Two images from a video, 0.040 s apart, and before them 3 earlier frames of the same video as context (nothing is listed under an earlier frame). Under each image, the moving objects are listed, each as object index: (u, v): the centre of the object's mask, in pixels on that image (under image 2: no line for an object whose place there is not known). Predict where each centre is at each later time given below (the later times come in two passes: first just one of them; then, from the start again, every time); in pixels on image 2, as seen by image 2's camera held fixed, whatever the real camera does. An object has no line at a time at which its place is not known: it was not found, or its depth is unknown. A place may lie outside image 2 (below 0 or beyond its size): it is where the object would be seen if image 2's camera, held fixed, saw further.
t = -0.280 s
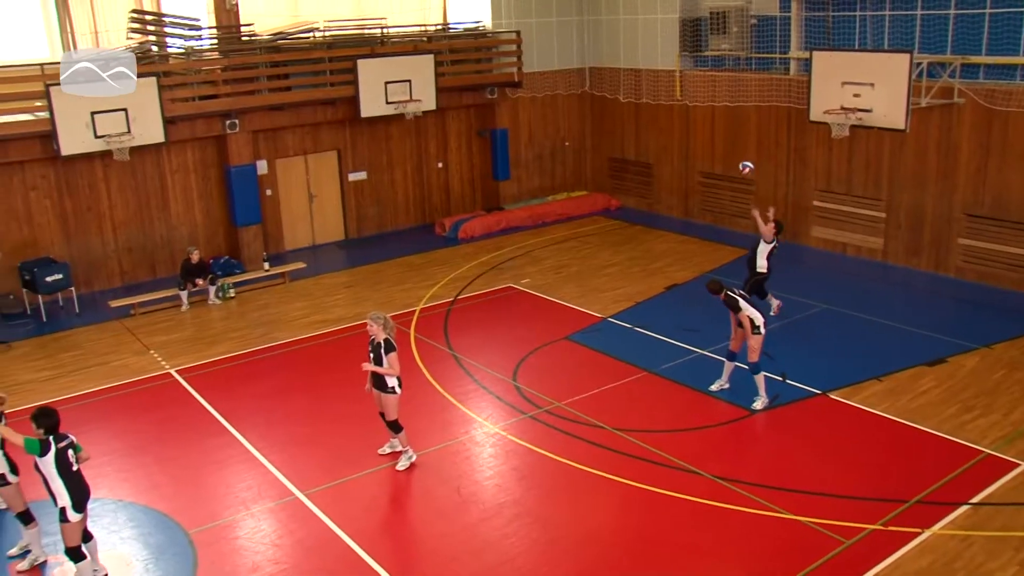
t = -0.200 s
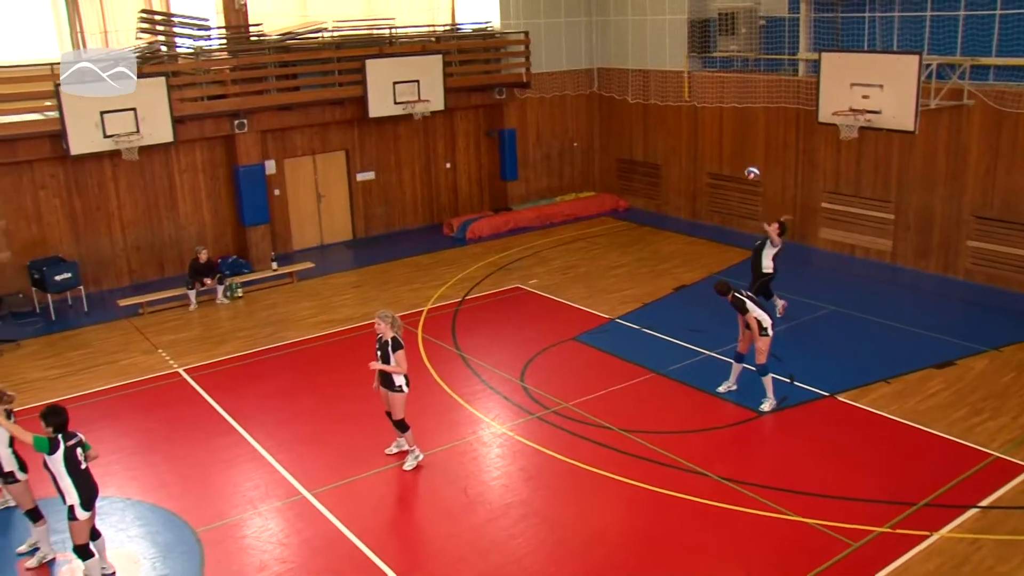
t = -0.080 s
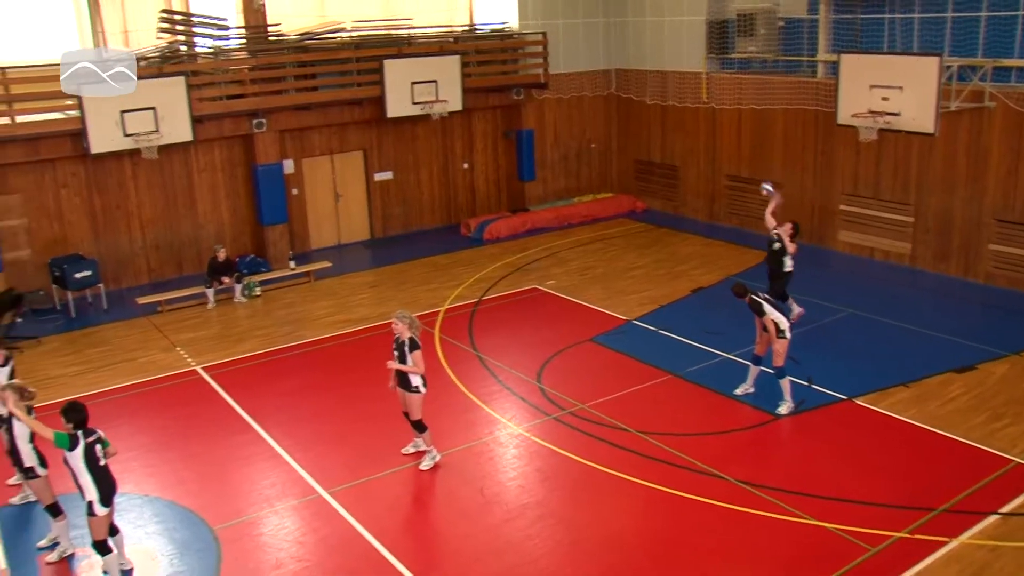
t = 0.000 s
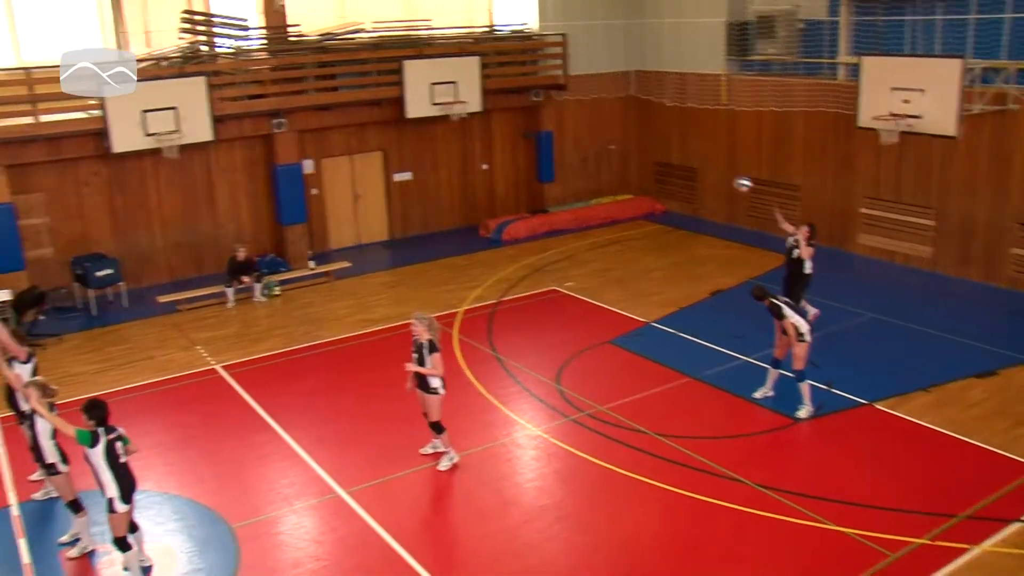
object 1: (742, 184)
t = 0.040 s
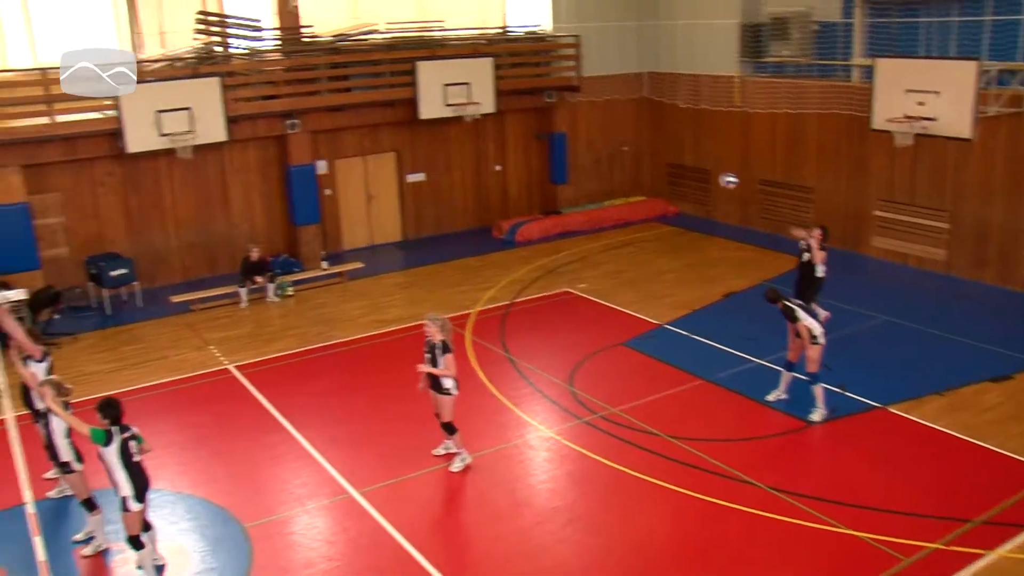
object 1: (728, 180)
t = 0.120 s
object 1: (670, 172)
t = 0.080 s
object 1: (700, 176)
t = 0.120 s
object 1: (670, 172)
